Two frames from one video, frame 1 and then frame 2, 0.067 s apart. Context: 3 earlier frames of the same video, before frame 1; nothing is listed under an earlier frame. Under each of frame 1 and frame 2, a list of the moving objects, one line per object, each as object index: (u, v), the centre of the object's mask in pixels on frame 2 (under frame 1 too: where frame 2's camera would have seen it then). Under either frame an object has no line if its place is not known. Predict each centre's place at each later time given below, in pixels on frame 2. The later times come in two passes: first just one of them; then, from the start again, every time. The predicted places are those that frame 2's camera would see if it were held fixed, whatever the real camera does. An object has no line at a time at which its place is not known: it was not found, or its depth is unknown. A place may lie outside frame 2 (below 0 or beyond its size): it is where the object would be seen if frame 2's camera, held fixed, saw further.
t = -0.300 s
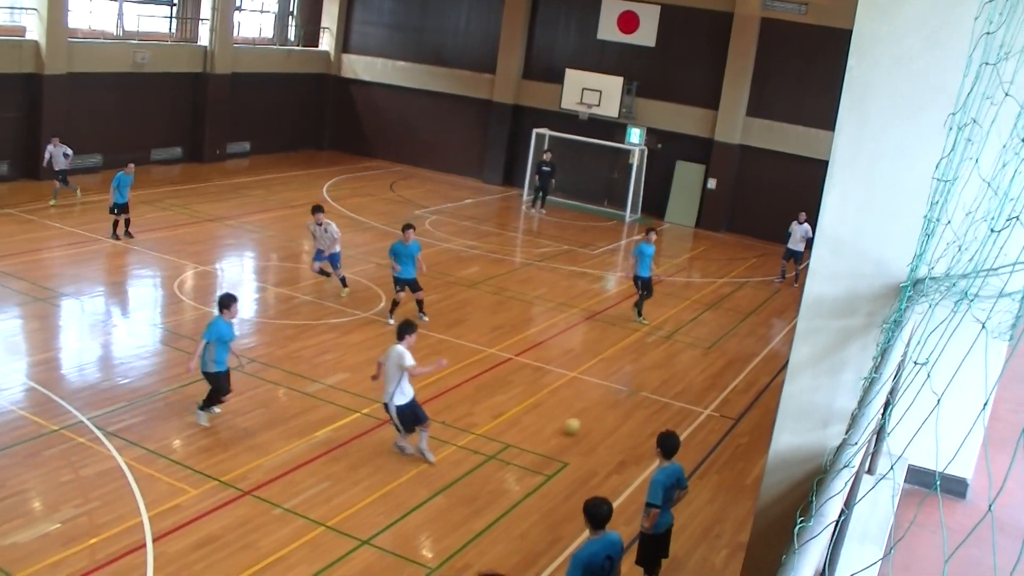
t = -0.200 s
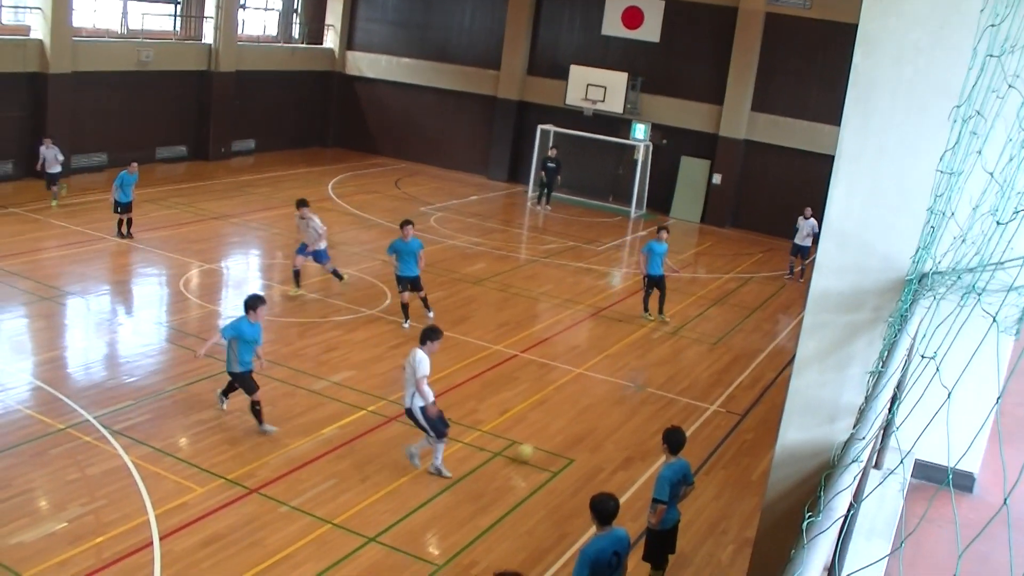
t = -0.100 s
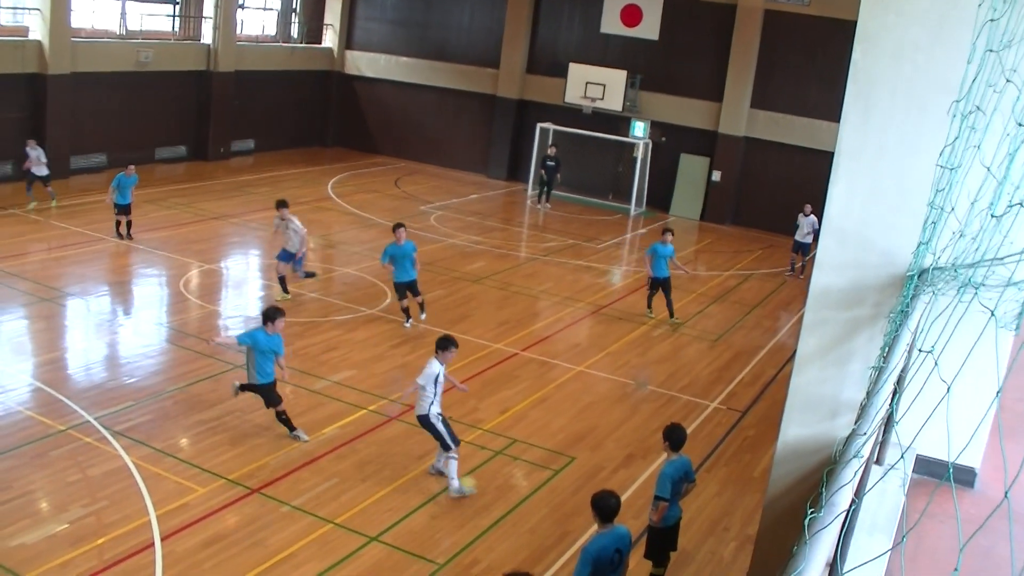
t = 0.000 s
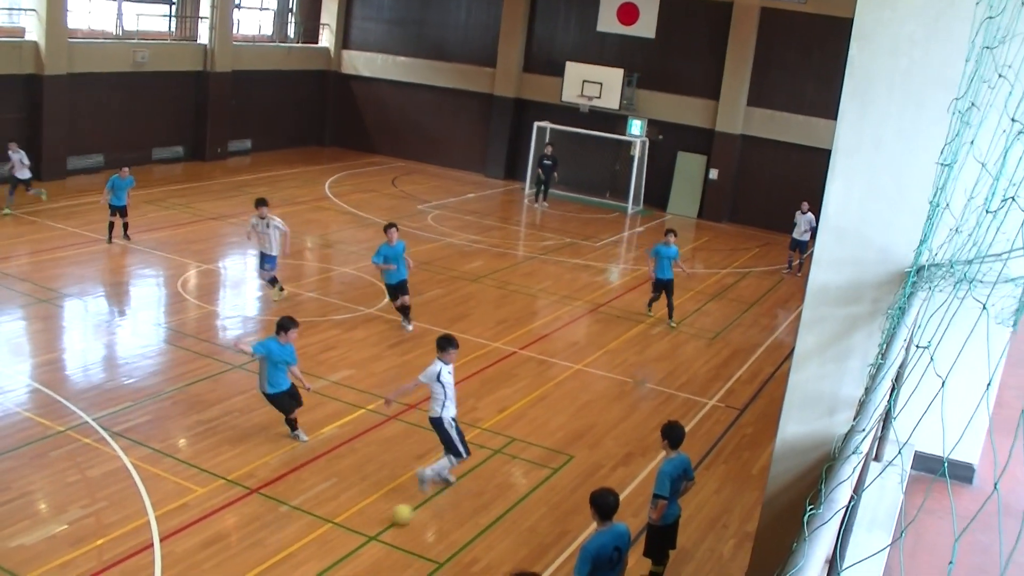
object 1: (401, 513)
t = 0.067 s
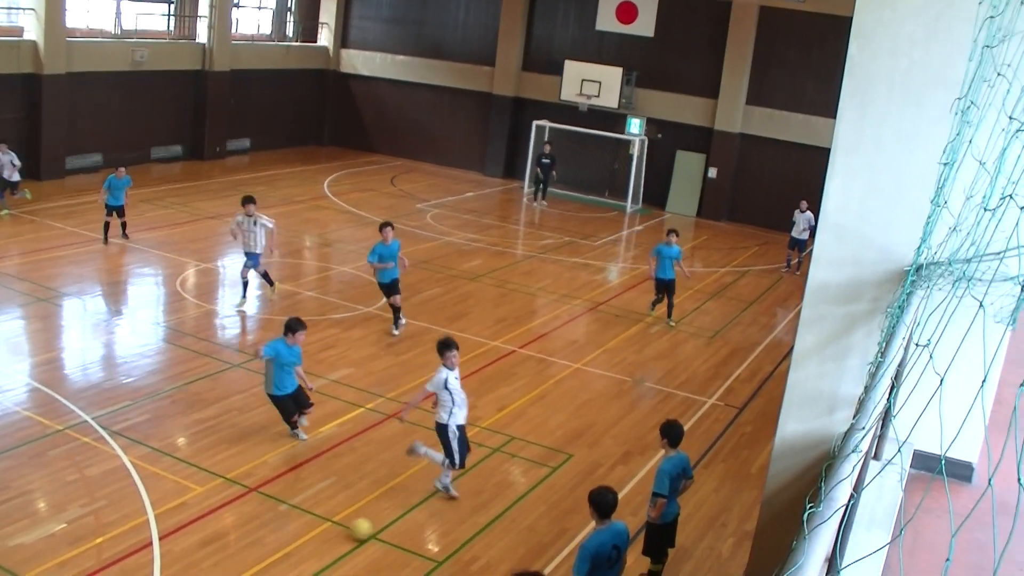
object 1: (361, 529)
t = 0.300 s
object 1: (209, 588)
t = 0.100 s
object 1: (339, 539)
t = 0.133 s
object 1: (319, 546)
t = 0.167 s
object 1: (297, 555)
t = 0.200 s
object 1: (276, 564)
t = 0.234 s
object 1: (254, 571)
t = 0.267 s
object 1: (232, 579)
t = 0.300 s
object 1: (209, 588)
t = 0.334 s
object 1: (186, 596)
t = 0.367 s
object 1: (161, 604)
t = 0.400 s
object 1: (138, 613)
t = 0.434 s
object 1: (112, 624)
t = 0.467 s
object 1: (88, 631)
